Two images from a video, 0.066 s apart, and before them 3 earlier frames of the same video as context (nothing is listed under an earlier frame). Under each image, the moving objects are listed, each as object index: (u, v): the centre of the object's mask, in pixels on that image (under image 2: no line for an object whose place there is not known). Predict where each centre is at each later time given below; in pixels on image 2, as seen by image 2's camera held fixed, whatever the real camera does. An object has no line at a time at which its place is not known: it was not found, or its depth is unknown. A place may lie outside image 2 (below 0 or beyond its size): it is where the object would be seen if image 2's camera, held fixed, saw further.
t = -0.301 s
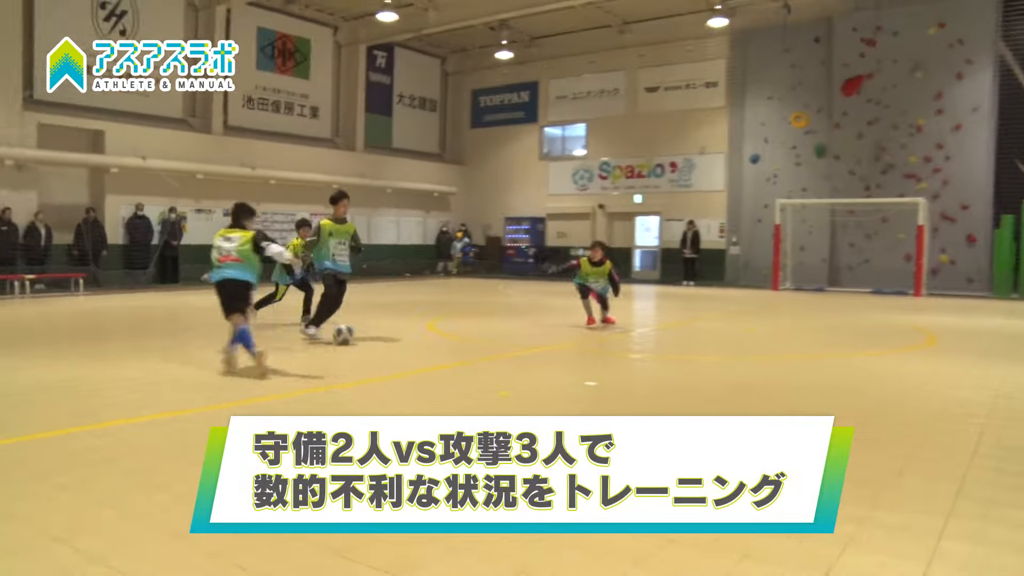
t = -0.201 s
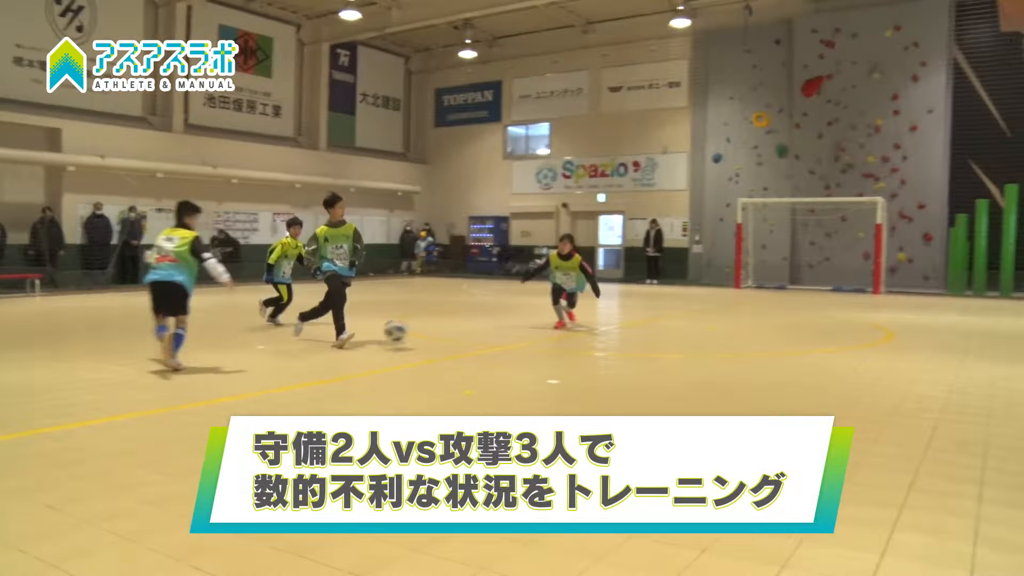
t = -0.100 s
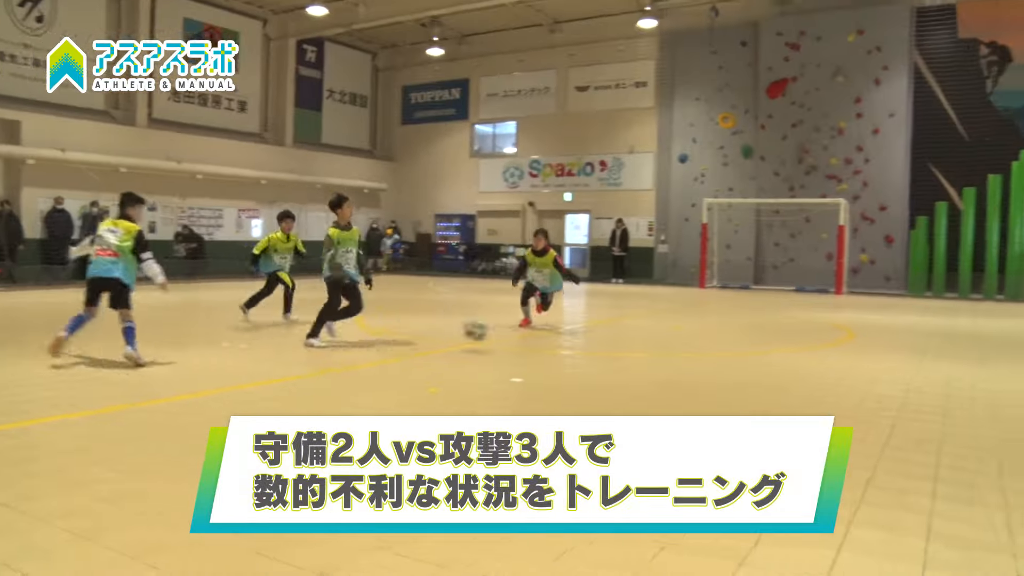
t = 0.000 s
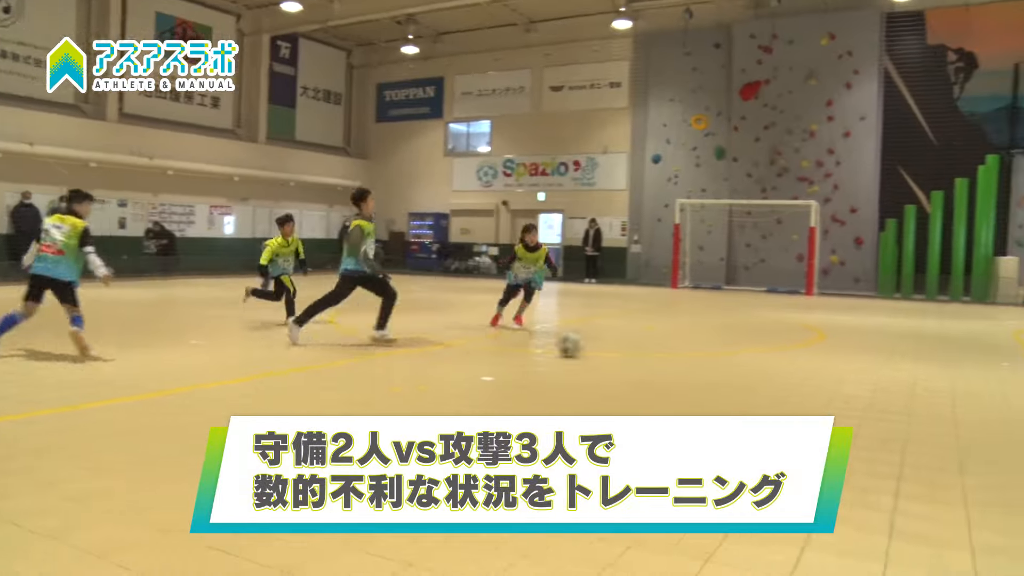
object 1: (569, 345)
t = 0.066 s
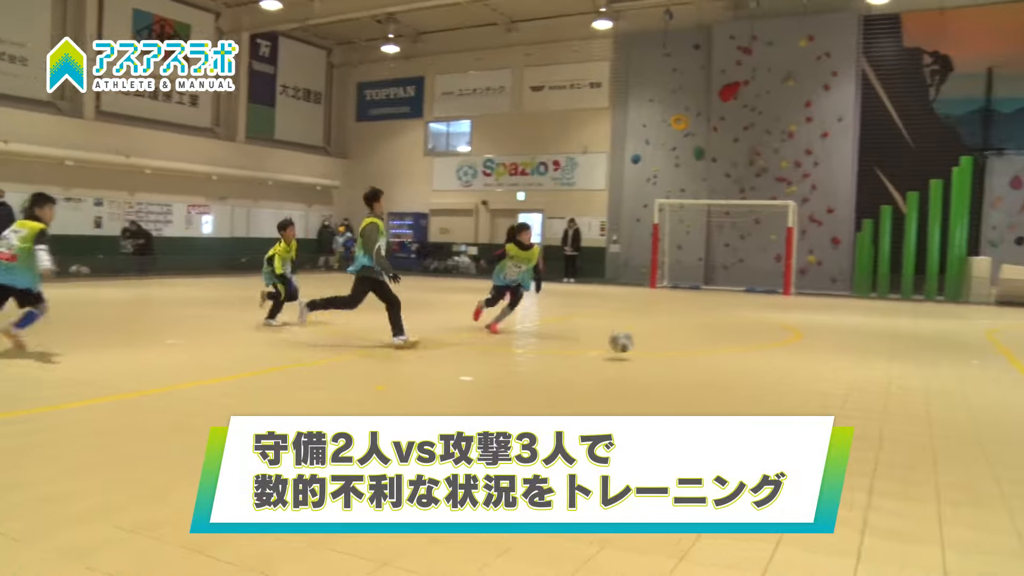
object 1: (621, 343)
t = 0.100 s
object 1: (655, 341)
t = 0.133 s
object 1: (689, 342)
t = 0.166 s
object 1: (723, 344)
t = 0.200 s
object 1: (757, 348)
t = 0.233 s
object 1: (790, 355)
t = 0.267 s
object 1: (822, 354)
